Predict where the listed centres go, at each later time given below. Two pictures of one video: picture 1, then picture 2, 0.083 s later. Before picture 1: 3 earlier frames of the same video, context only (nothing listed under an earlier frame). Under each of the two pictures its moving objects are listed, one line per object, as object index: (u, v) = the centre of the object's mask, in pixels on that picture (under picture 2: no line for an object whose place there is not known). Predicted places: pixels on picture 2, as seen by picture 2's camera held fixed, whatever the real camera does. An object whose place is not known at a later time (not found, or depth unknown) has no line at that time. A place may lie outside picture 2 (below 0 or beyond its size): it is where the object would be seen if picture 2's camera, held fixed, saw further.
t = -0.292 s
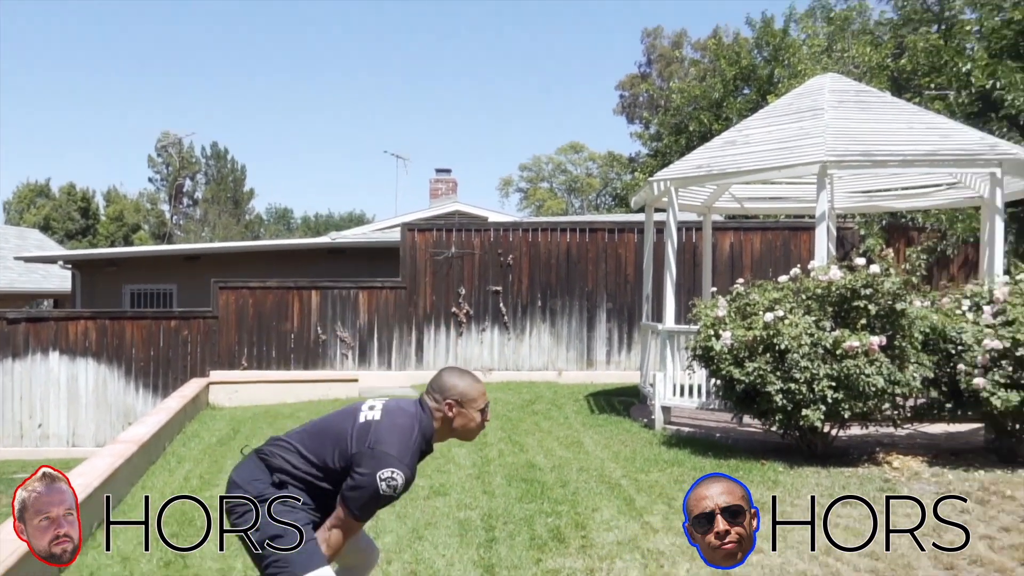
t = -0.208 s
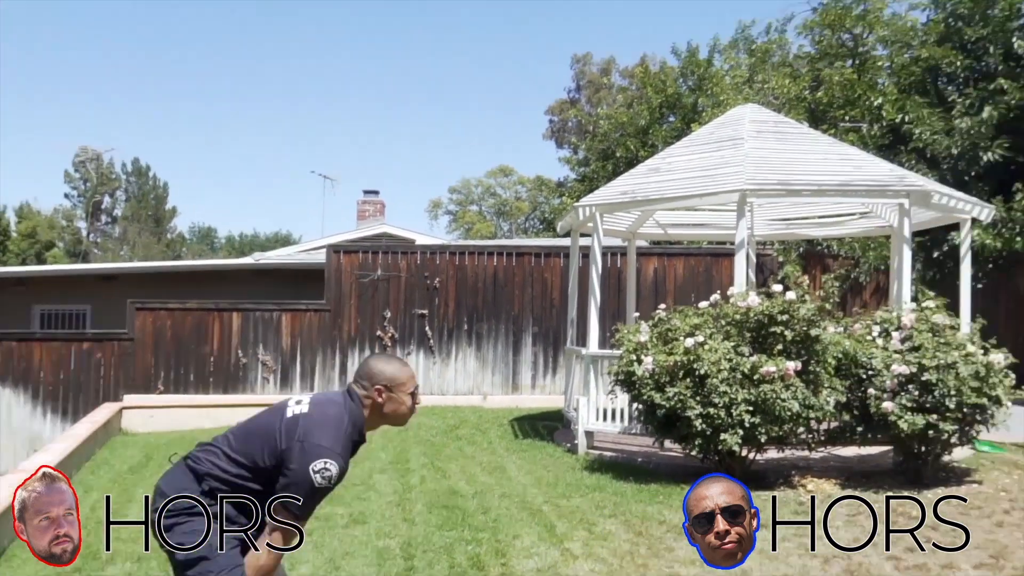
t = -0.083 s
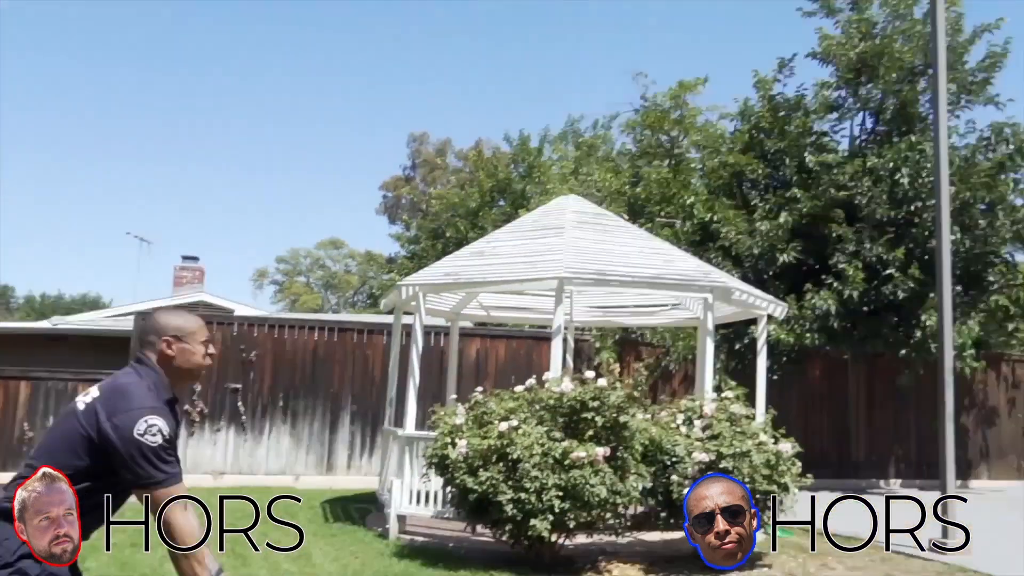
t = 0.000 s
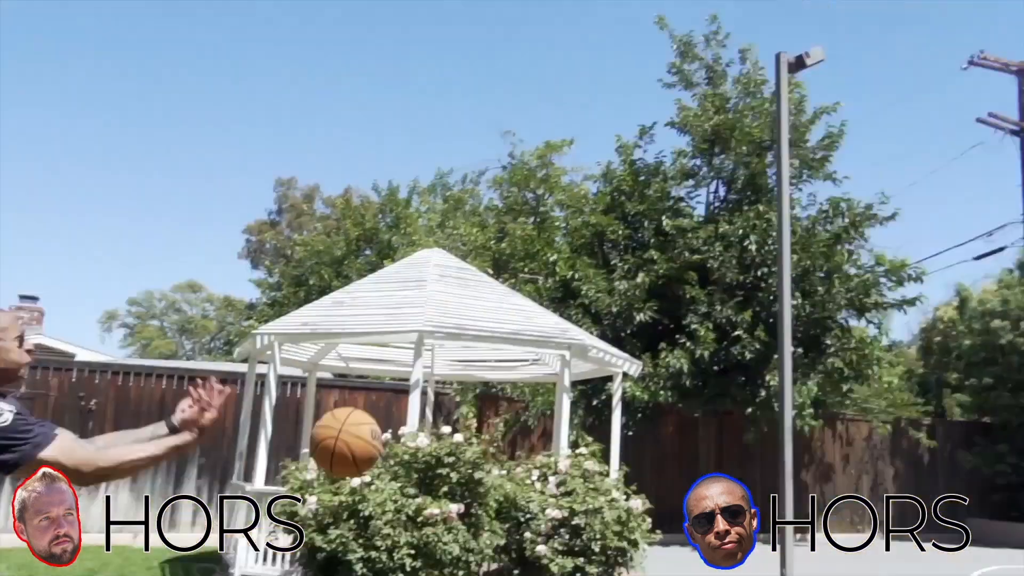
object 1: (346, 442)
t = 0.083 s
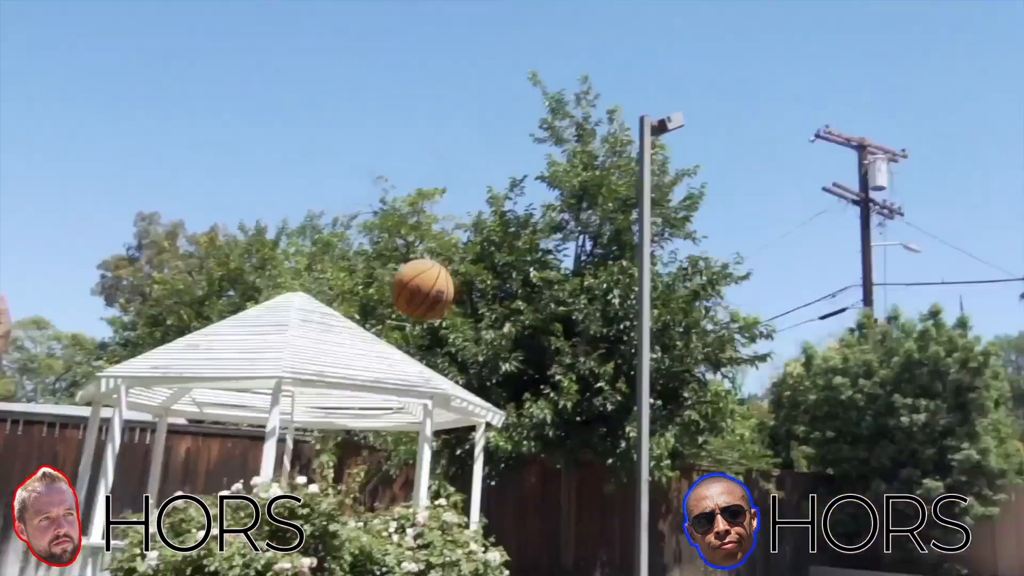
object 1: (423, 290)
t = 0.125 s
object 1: (510, 219)
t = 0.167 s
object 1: (585, 163)
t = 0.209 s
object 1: (652, 117)
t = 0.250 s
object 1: (708, 81)
